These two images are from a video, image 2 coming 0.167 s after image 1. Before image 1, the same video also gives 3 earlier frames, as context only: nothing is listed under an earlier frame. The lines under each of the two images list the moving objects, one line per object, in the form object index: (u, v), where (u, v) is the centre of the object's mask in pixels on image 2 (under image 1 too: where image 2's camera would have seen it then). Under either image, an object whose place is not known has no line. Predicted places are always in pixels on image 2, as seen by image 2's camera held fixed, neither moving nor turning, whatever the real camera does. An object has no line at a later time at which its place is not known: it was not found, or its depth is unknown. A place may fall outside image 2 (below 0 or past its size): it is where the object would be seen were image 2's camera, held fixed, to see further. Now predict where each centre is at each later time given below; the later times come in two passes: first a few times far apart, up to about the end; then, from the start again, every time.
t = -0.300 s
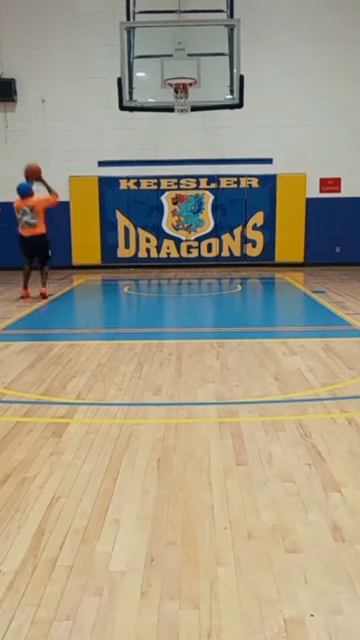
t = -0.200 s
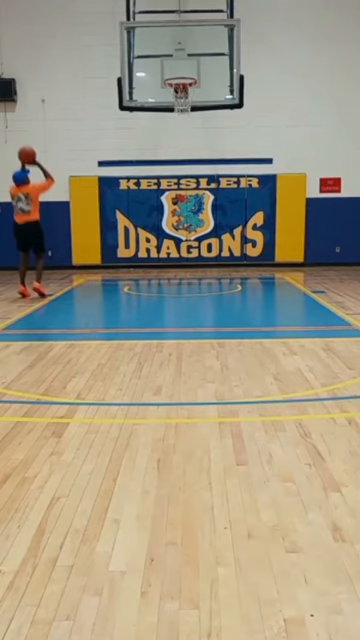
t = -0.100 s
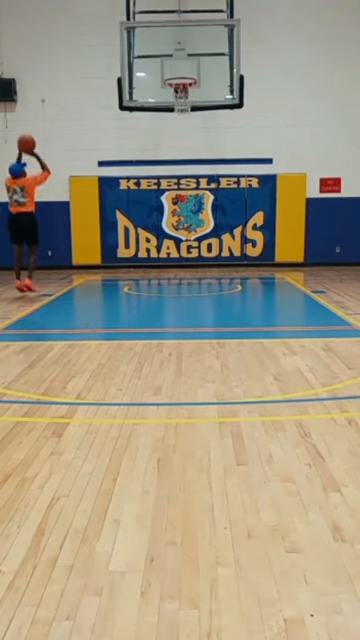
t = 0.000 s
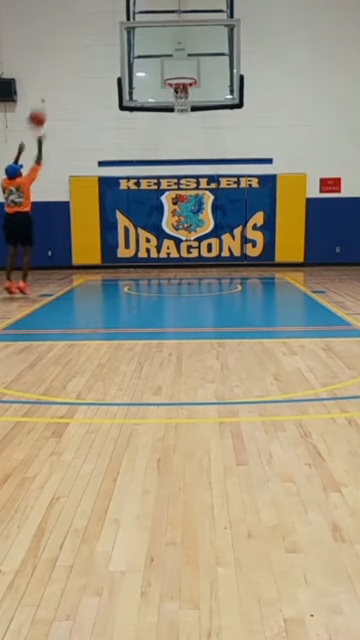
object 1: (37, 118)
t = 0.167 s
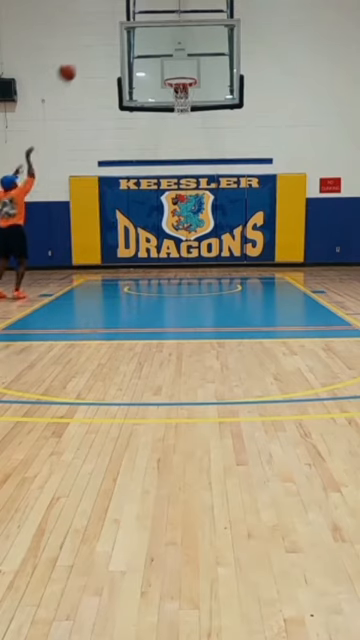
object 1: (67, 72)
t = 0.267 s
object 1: (85, 55)
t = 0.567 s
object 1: (136, 49)
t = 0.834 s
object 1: (158, 71)
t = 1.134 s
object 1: (123, 61)
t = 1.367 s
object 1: (98, 99)
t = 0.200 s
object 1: (73, 66)
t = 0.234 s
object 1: (79, 60)
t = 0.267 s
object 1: (85, 55)
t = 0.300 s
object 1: (91, 51)
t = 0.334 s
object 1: (97, 49)
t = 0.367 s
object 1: (102, 46)
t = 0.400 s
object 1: (108, 45)
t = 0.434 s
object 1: (113, 45)
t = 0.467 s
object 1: (119, 45)
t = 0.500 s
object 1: (124, 46)
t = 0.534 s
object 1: (130, 47)
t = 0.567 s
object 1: (136, 49)
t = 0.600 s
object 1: (142, 53)
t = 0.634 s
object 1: (147, 57)
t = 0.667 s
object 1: (152, 62)
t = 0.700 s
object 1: (155, 65)
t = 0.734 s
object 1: (158, 68)
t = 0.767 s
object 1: (161, 73)
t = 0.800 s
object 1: (161, 74)
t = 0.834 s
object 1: (158, 71)
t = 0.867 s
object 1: (154, 66)
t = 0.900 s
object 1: (151, 63)
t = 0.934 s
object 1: (147, 60)
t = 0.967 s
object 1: (143, 58)
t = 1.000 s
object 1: (139, 57)
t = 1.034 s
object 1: (135, 56)
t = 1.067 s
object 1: (131, 57)
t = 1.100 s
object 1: (128, 59)
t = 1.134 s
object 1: (123, 61)
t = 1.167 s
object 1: (120, 64)
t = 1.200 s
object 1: (116, 67)
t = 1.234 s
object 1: (113, 72)
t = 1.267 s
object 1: (109, 78)
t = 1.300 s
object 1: (105, 84)
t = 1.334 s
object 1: (101, 91)
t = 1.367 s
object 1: (98, 99)
